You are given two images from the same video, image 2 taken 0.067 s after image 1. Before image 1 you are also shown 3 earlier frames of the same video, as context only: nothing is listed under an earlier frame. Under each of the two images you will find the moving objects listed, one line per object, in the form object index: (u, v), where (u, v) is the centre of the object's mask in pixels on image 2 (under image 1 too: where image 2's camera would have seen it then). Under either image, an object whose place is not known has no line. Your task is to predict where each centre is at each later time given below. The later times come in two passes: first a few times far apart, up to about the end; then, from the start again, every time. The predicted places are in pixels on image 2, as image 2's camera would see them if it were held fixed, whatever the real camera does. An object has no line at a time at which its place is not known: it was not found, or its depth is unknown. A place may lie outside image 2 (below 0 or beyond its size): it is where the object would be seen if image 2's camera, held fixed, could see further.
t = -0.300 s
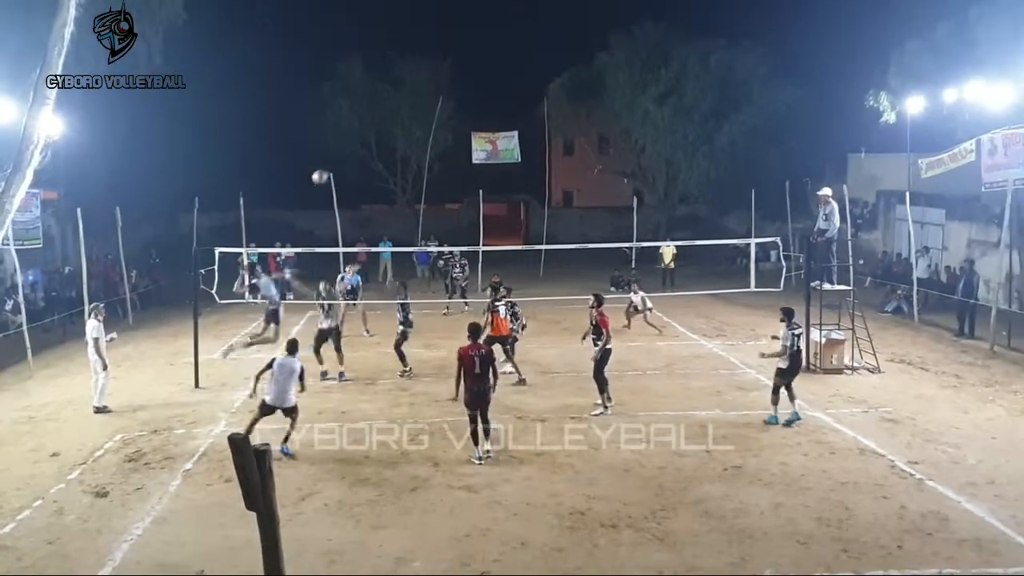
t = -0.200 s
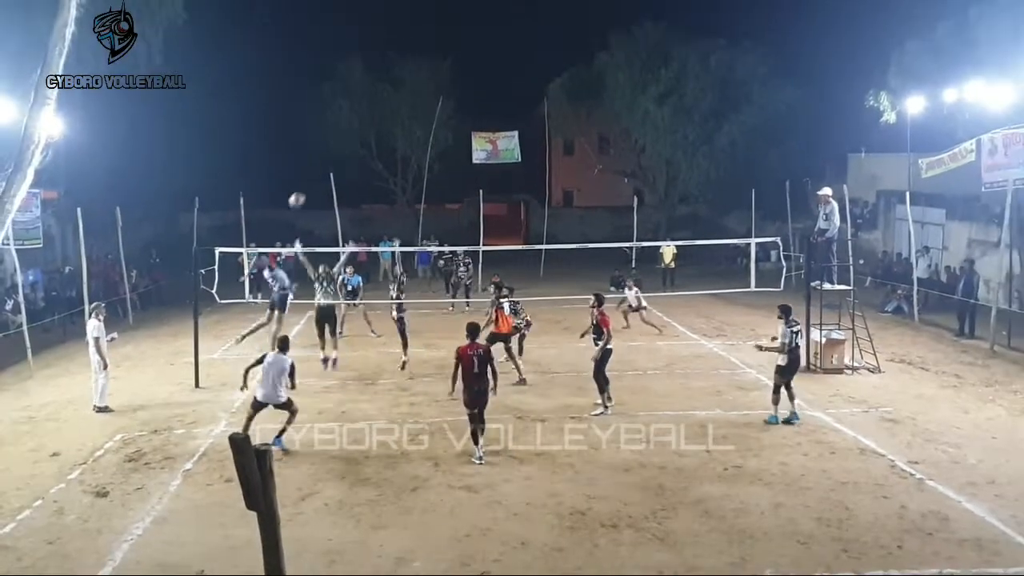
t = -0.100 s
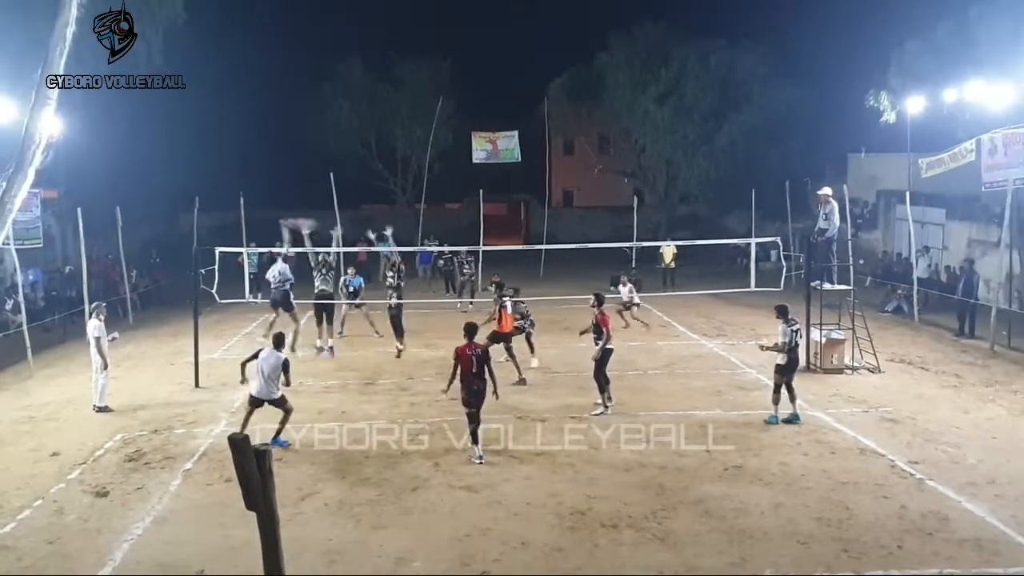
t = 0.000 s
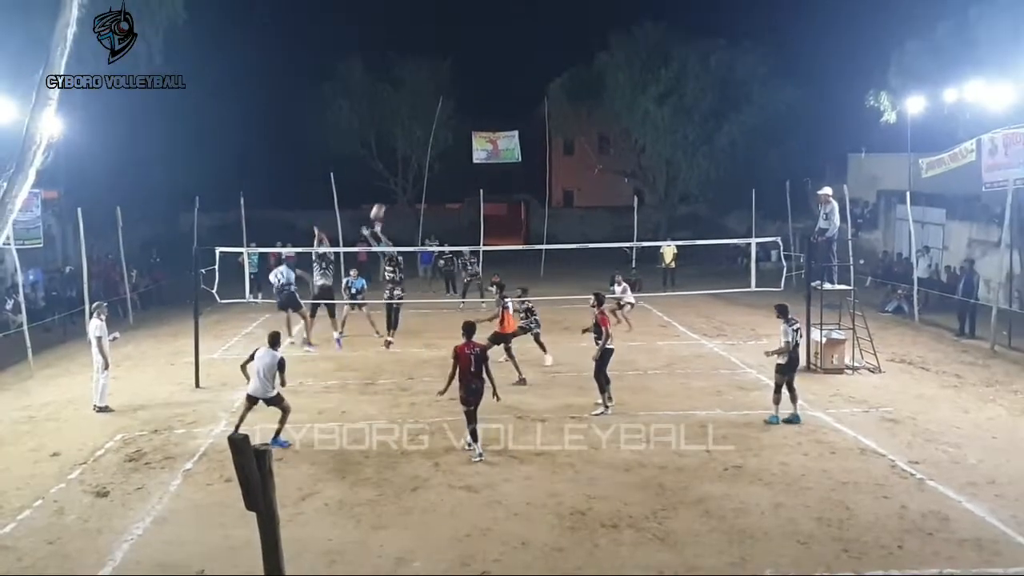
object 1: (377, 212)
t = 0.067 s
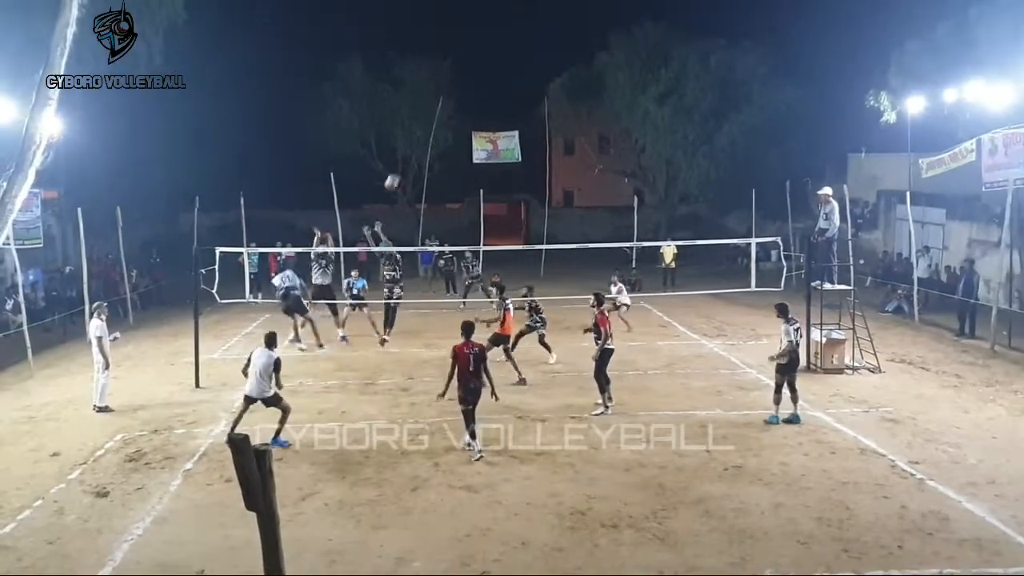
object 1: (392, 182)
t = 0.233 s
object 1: (429, 119)
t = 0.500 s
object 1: (488, 54)
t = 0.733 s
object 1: (538, 33)
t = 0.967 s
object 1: (584, 45)
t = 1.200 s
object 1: (627, 87)
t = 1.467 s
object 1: (669, 165)
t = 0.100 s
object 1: (399, 168)
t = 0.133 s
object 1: (406, 154)
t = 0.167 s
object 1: (414, 142)
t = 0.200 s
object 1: (421, 131)
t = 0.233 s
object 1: (429, 119)
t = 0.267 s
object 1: (436, 109)
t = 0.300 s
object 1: (444, 99)
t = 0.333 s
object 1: (451, 90)
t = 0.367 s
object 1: (458, 81)
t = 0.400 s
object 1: (466, 73)
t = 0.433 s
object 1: (474, 66)
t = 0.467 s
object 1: (480, 60)
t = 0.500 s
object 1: (488, 54)
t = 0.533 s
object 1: (496, 49)
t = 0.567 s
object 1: (503, 44)
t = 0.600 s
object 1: (510, 41)
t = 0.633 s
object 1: (517, 37)
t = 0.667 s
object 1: (525, 35)
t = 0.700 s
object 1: (531, 34)
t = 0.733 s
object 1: (538, 33)
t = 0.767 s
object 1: (545, 33)
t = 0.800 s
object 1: (551, 34)
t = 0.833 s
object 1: (558, 35)
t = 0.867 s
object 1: (565, 36)
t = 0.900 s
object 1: (571, 38)
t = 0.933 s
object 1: (578, 41)
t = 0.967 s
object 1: (584, 45)
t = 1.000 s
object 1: (591, 49)
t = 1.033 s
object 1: (597, 54)
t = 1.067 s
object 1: (603, 59)
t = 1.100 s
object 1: (609, 65)
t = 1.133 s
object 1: (615, 72)
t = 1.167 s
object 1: (621, 79)
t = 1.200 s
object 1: (627, 87)
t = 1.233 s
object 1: (632, 94)
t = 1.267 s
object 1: (638, 103)
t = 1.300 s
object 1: (643, 112)
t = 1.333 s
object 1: (649, 122)
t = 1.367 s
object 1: (654, 132)
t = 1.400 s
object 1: (659, 142)
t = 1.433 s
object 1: (664, 154)
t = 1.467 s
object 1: (669, 165)
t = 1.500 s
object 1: (673, 177)
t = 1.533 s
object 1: (678, 189)
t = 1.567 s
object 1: (683, 203)
